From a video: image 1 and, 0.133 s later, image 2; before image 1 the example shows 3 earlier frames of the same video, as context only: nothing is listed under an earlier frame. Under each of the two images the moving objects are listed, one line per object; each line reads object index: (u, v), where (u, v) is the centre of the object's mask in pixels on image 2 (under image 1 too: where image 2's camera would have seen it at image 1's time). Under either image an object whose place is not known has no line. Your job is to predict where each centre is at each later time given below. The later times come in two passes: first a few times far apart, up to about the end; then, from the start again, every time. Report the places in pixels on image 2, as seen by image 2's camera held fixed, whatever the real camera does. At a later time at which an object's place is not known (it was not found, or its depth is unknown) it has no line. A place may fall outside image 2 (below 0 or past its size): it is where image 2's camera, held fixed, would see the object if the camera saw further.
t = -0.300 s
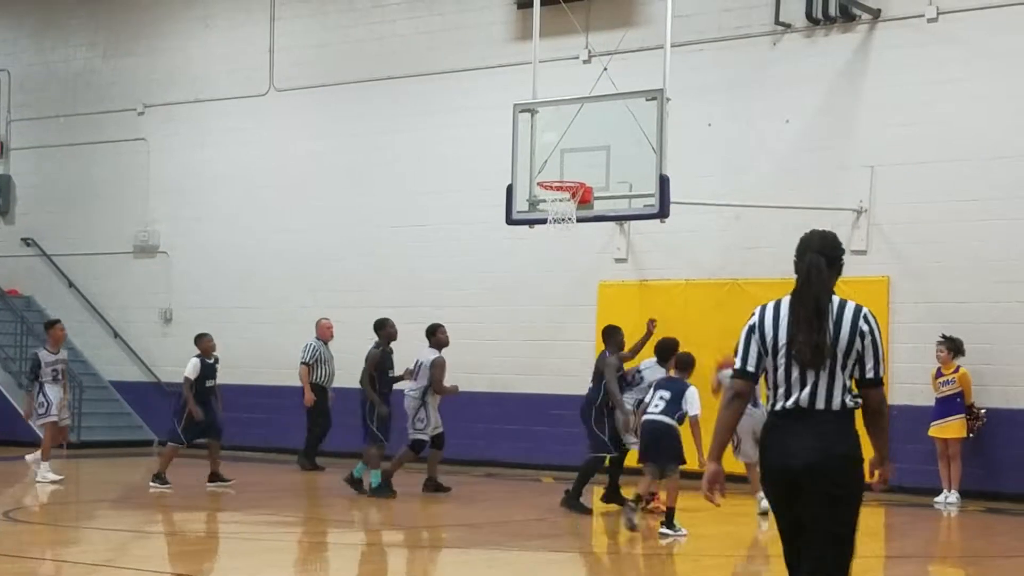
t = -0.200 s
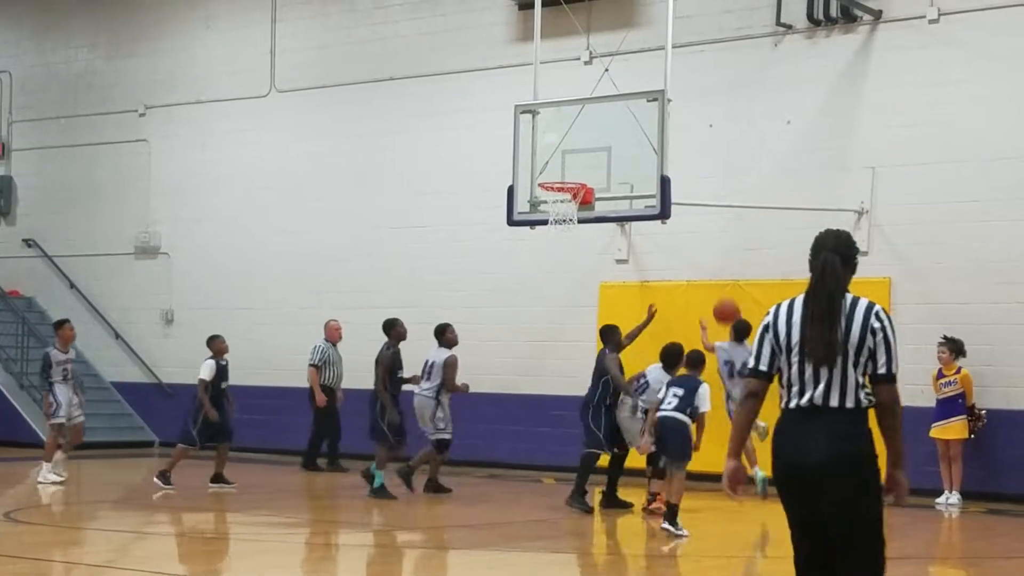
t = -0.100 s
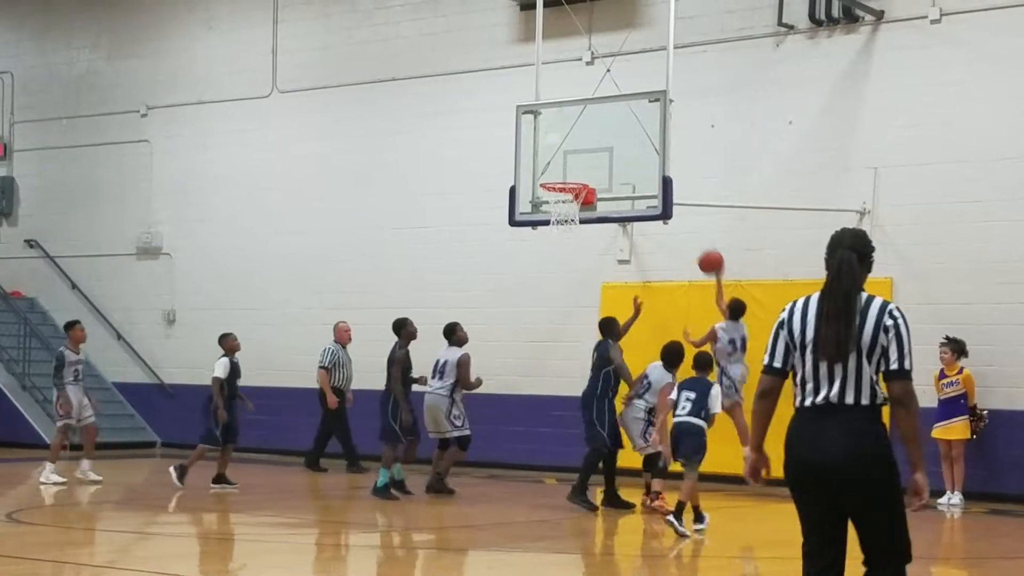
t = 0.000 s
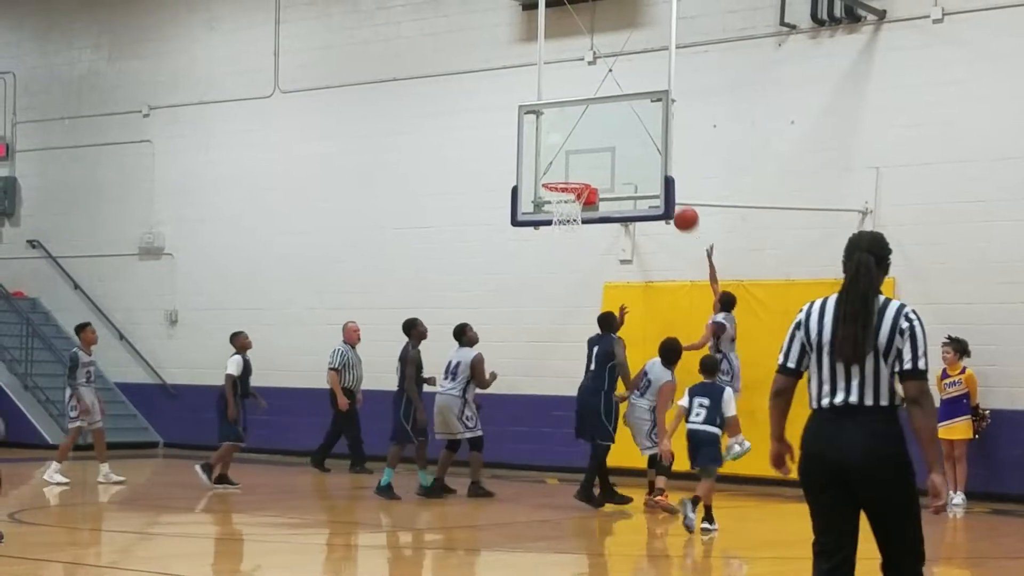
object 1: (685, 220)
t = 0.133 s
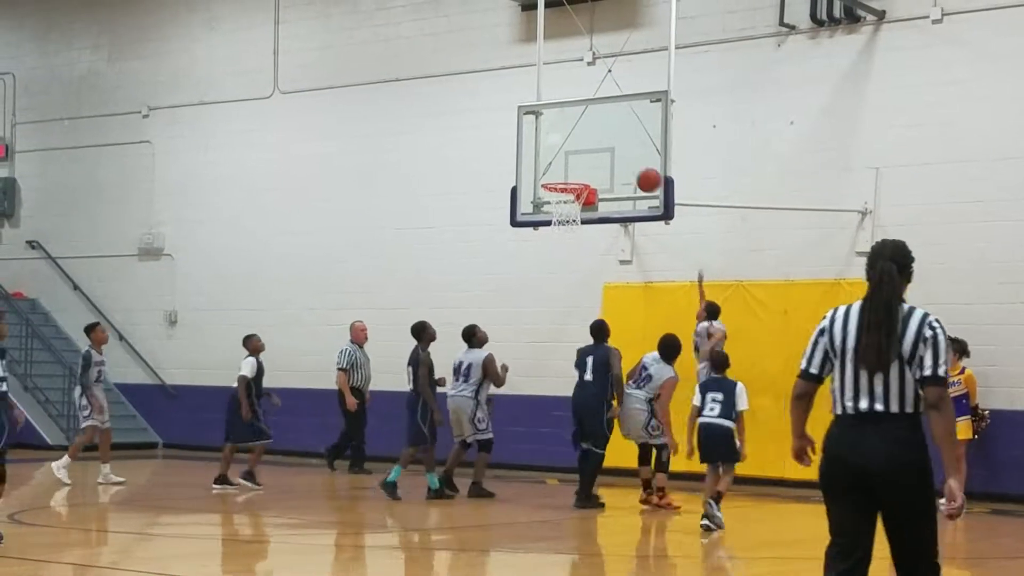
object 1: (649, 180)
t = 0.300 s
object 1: (605, 157)
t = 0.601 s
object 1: (528, 185)
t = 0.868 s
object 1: (464, 279)
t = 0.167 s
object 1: (640, 173)
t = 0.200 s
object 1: (631, 168)
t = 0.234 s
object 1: (622, 163)
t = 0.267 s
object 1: (614, 160)
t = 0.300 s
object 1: (605, 157)
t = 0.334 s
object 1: (596, 156)
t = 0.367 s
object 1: (587, 156)
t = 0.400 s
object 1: (579, 157)
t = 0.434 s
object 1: (570, 159)
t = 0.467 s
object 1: (562, 163)
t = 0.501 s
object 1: (554, 167)
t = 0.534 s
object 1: (545, 172)
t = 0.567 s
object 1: (536, 178)
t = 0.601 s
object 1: (528, 185)
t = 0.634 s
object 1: (520, 194)
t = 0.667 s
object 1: (512, 203)
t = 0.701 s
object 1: (504, 213)
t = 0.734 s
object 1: (496, 224)
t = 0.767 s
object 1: (488, 236)
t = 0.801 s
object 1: (480, 250)
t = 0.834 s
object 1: (472, 264)
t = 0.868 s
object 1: (464, 279)
